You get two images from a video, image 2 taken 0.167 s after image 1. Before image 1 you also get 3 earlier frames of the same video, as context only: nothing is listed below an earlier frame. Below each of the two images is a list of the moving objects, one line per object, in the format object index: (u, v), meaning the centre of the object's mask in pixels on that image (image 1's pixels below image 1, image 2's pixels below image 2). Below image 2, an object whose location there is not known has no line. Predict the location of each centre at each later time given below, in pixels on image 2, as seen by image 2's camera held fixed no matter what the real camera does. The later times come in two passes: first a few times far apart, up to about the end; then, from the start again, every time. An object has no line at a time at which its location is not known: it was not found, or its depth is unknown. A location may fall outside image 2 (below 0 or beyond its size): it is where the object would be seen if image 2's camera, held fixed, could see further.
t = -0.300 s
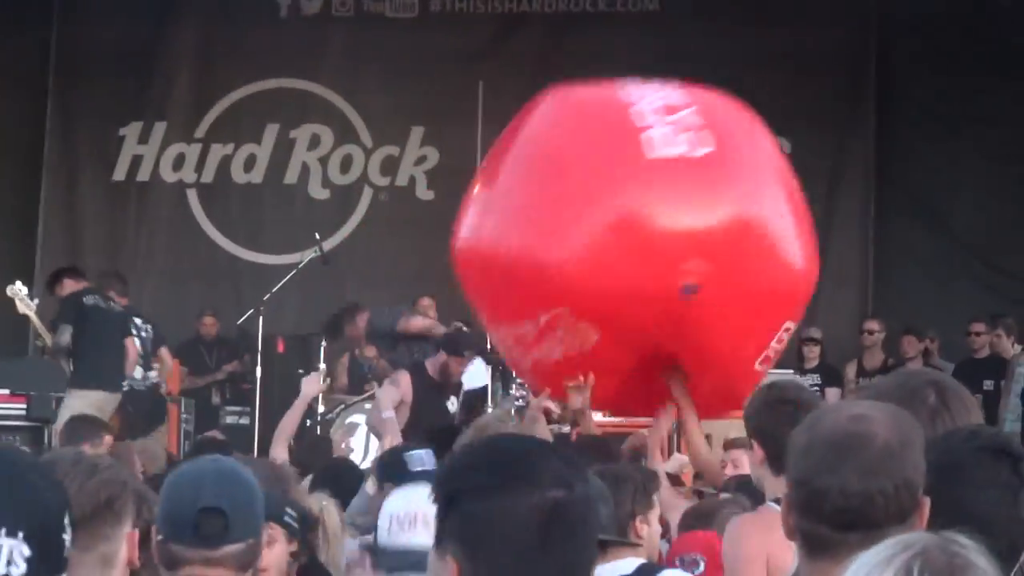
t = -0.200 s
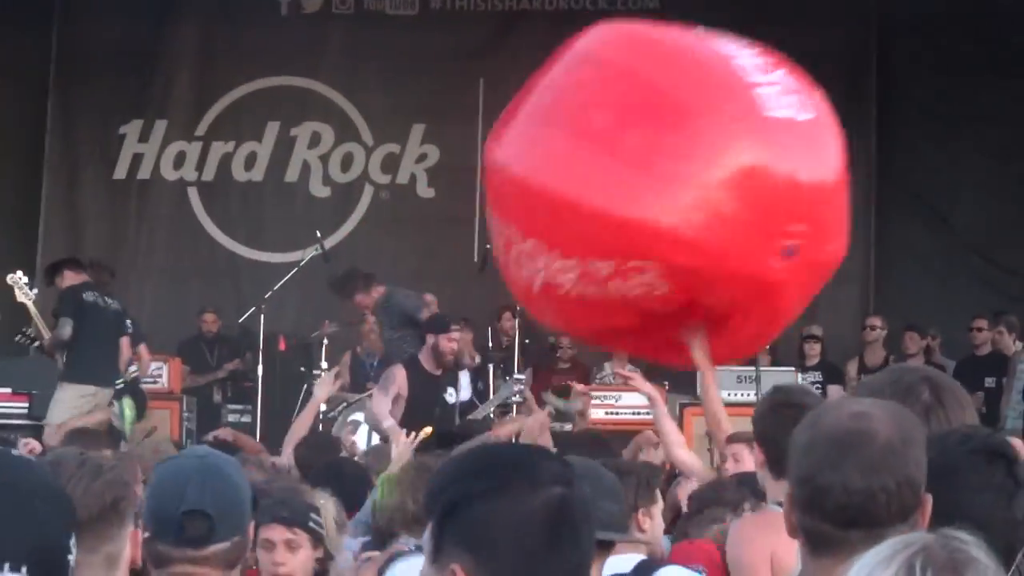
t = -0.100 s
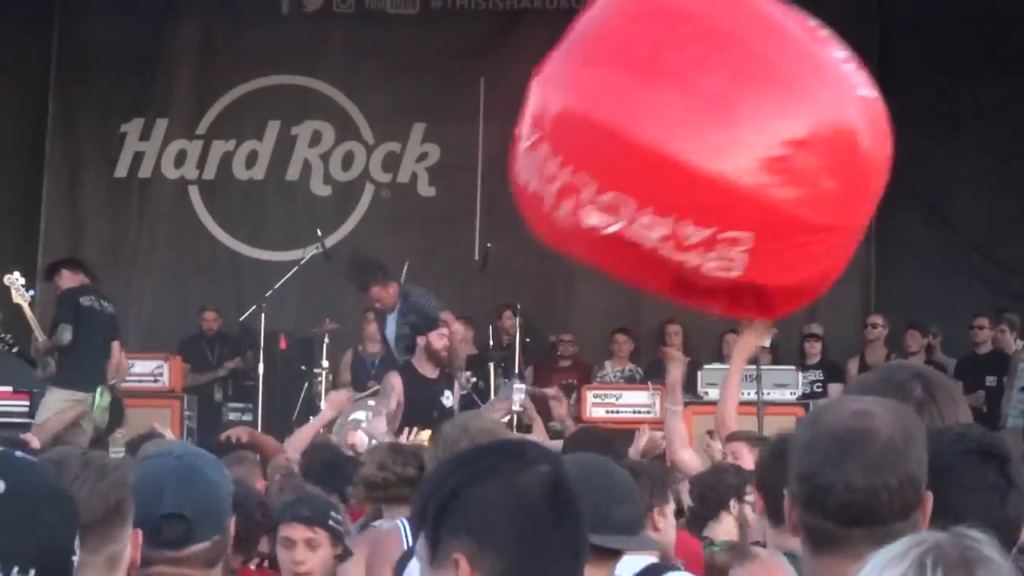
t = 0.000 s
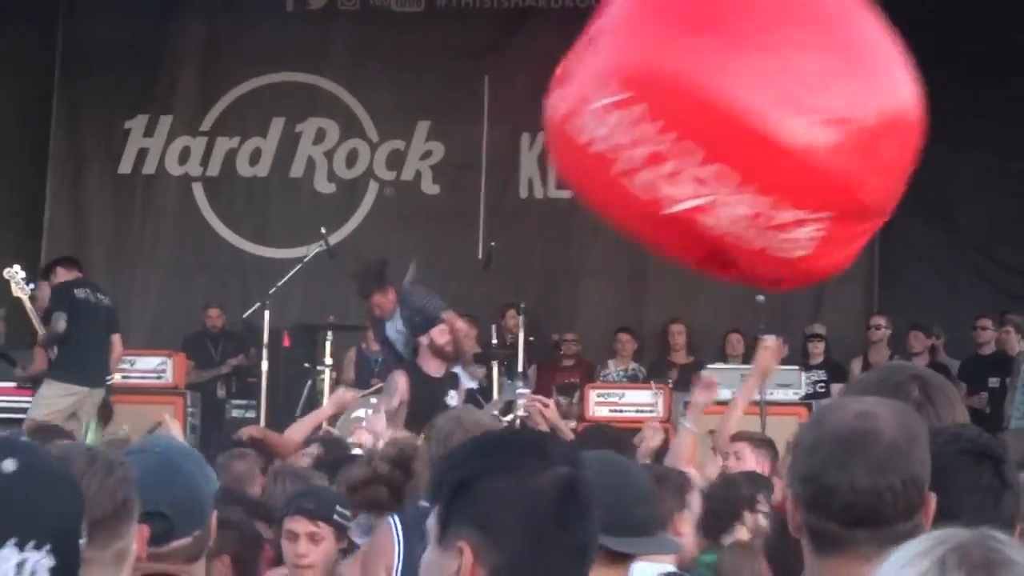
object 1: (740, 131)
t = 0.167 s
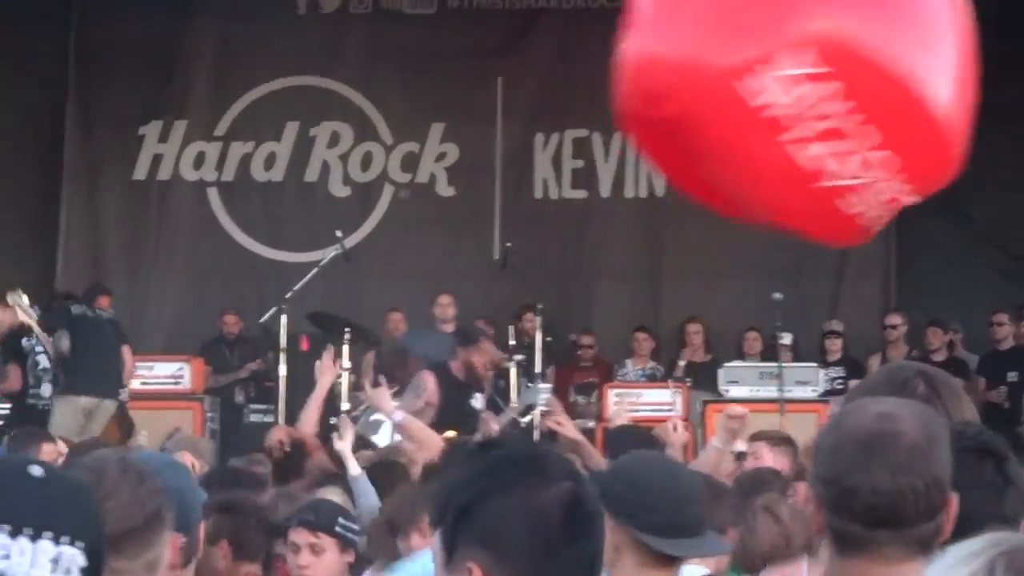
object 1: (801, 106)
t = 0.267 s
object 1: (837, 99)
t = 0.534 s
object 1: (886, 113)
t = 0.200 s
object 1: (813, 103)
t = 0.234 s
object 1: (825, 101)
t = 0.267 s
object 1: (837, 99)
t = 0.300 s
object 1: (848, 99)
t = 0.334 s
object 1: (854, 100)
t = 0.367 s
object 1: (860, 101)
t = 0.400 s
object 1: (867, 102)
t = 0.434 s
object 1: (872, 103)
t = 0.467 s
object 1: (877, 107)
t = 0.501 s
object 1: (881, 110)
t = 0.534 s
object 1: (886, 113)
